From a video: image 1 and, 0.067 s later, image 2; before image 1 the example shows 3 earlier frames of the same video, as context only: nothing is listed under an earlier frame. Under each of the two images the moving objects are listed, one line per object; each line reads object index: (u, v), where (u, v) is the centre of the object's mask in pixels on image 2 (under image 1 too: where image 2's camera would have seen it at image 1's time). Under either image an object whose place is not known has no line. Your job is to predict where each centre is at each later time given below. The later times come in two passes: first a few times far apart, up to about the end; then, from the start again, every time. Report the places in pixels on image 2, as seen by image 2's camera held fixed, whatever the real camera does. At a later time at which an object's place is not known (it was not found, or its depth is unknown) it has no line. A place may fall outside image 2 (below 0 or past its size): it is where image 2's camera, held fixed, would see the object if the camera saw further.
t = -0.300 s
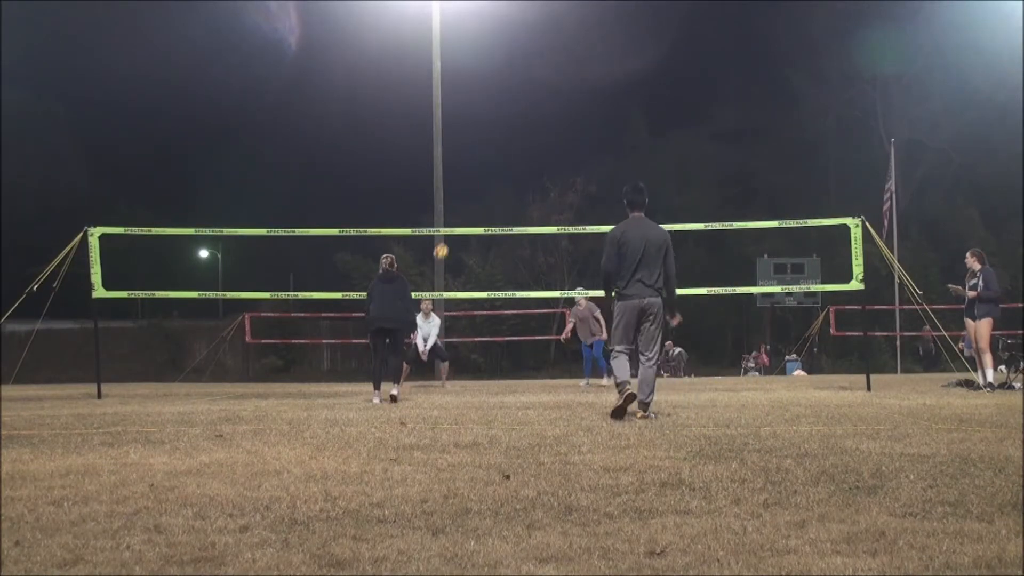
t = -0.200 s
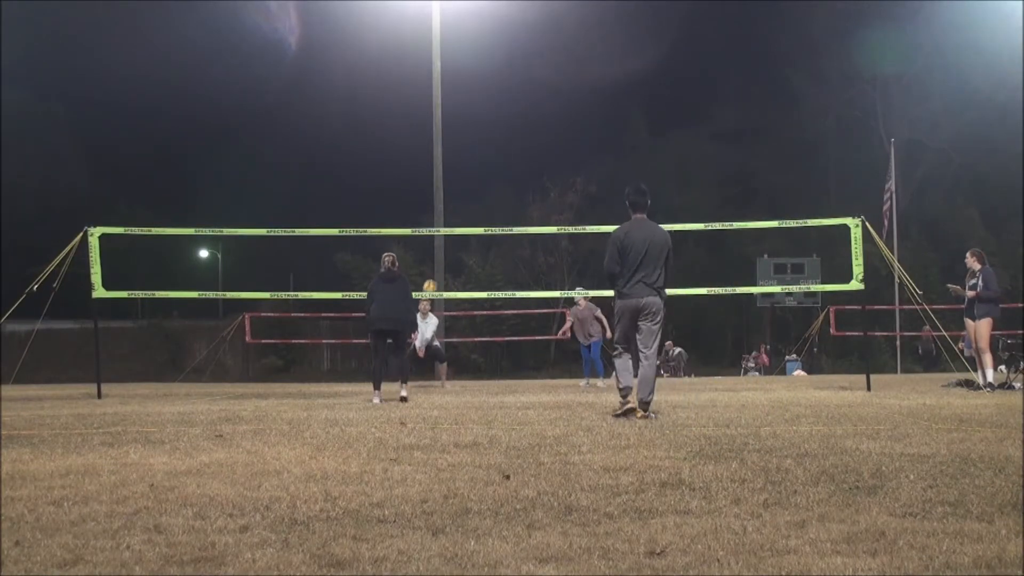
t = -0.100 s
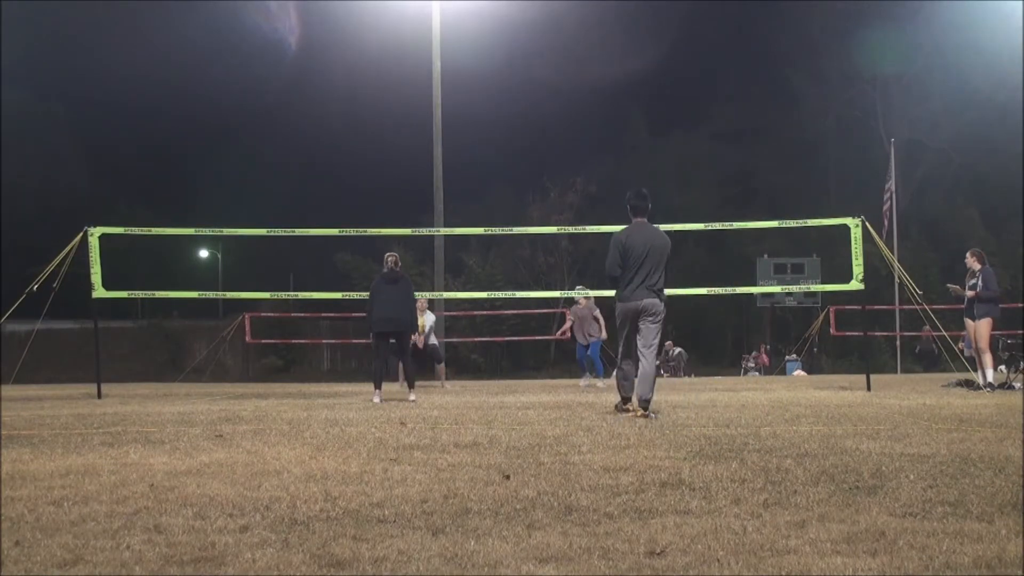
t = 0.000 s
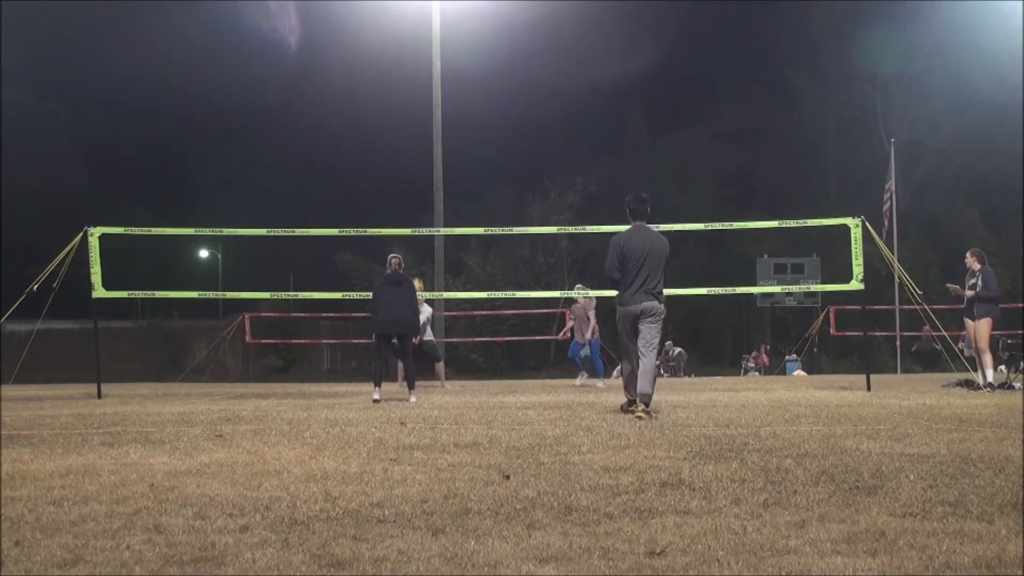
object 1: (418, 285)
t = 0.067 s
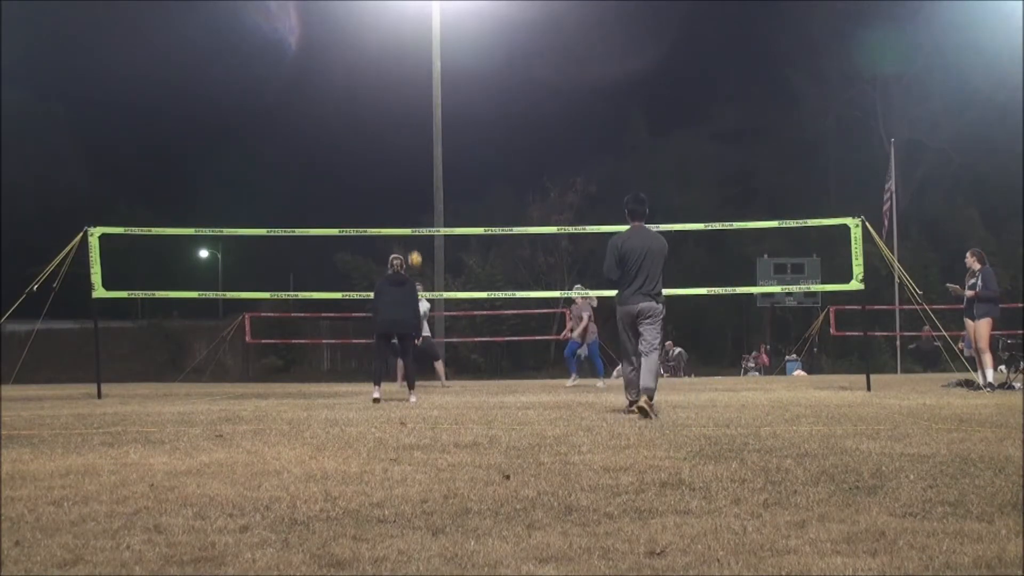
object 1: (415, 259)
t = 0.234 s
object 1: (411, 201)
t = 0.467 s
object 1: (407, 149)
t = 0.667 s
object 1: (403, 131)
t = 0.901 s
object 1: (399, 139)
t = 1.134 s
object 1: (395, 183)
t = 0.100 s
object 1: (414, 246)
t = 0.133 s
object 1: (413, 235)
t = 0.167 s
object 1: (413, 222)
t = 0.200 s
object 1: (412, 212)
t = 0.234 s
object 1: (411, 201)
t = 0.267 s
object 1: (410, 192)
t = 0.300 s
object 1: (410, 183)
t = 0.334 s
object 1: (409, 175)
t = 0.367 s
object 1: (409, 168)
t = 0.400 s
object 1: (408, 161)
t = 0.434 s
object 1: (408, 155)
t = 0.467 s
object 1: (407, 149)
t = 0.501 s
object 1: (406, 144)
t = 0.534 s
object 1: (406, 140)
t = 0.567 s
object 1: (405, 137)
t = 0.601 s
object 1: (404, 134)
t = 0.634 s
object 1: (404, 132)
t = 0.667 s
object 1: (403, 131)
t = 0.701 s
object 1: (402, 130)
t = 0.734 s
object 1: (402, 130)
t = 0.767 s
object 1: (401, 130)
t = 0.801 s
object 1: (400, 131)
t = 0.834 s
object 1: (400, 133)
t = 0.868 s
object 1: (399, 136)
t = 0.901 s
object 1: (399, 139)
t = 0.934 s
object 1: (398, 143)
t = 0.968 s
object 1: (398, 148)
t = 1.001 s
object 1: (397, 154)
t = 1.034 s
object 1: (396, 160)
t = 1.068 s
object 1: (396, 167)
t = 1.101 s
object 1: (395, 175)
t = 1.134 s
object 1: (395, 183)
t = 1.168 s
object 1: (394, 192)
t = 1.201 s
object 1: (393, 202)
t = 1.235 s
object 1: (393, 213)
